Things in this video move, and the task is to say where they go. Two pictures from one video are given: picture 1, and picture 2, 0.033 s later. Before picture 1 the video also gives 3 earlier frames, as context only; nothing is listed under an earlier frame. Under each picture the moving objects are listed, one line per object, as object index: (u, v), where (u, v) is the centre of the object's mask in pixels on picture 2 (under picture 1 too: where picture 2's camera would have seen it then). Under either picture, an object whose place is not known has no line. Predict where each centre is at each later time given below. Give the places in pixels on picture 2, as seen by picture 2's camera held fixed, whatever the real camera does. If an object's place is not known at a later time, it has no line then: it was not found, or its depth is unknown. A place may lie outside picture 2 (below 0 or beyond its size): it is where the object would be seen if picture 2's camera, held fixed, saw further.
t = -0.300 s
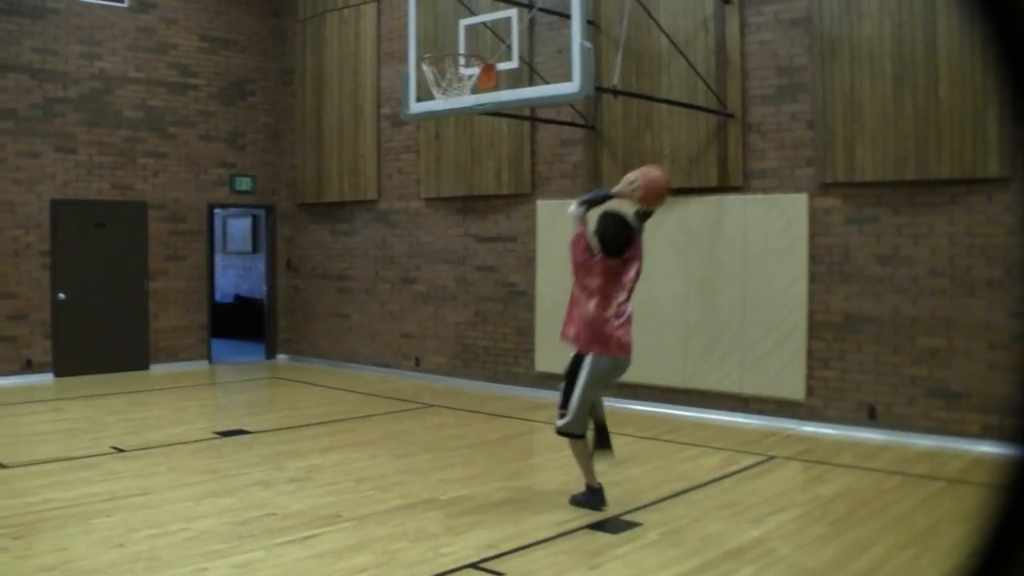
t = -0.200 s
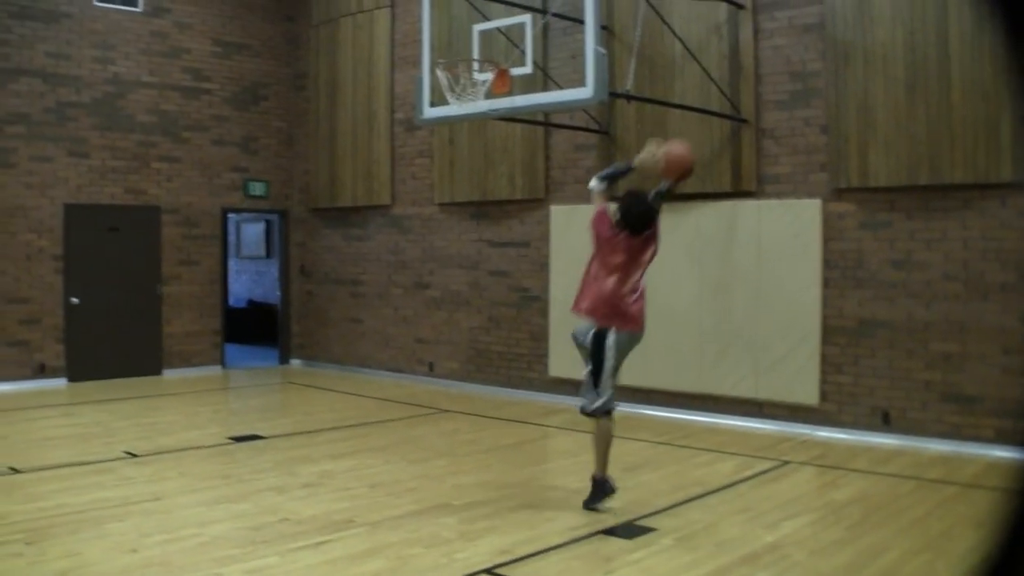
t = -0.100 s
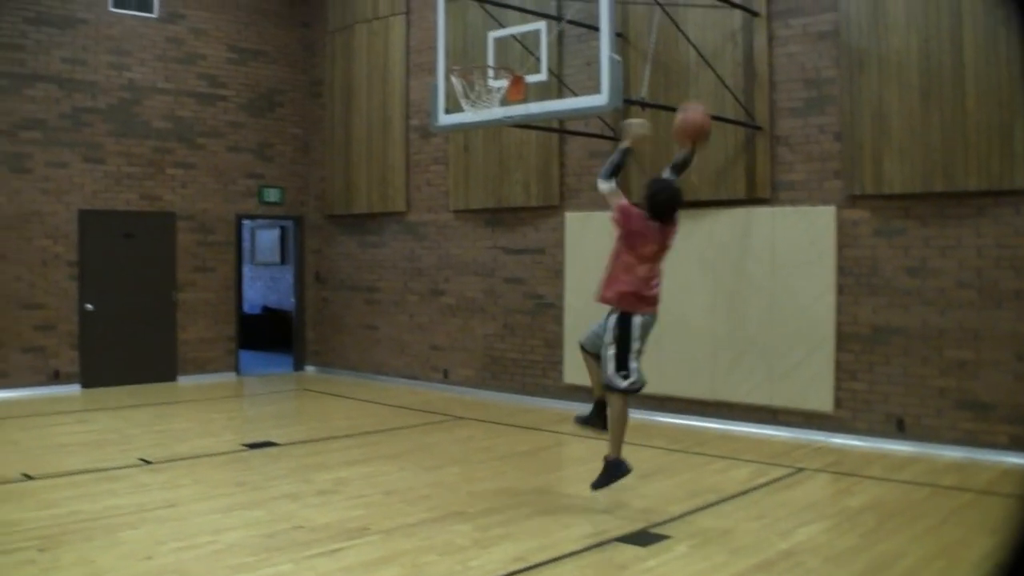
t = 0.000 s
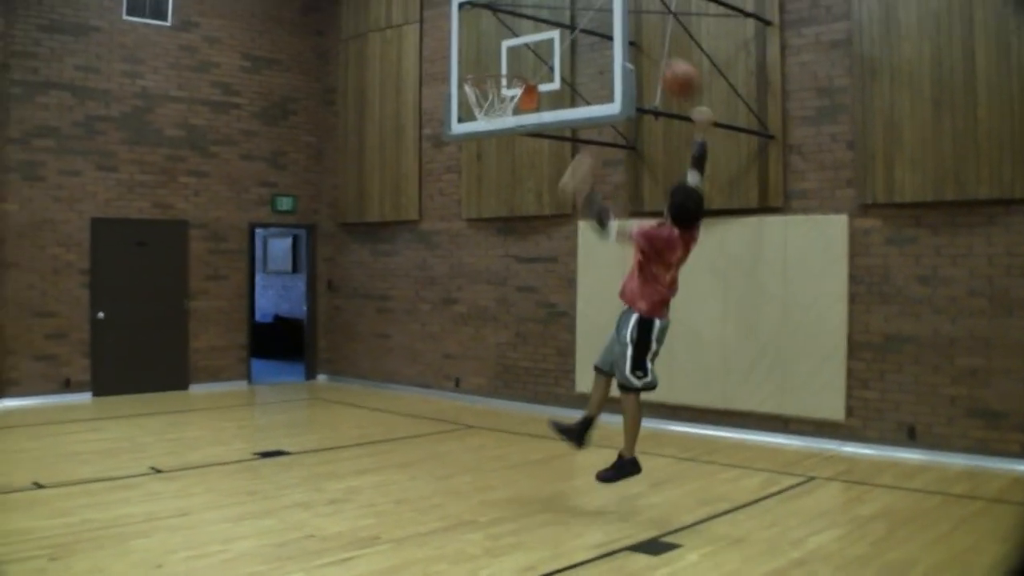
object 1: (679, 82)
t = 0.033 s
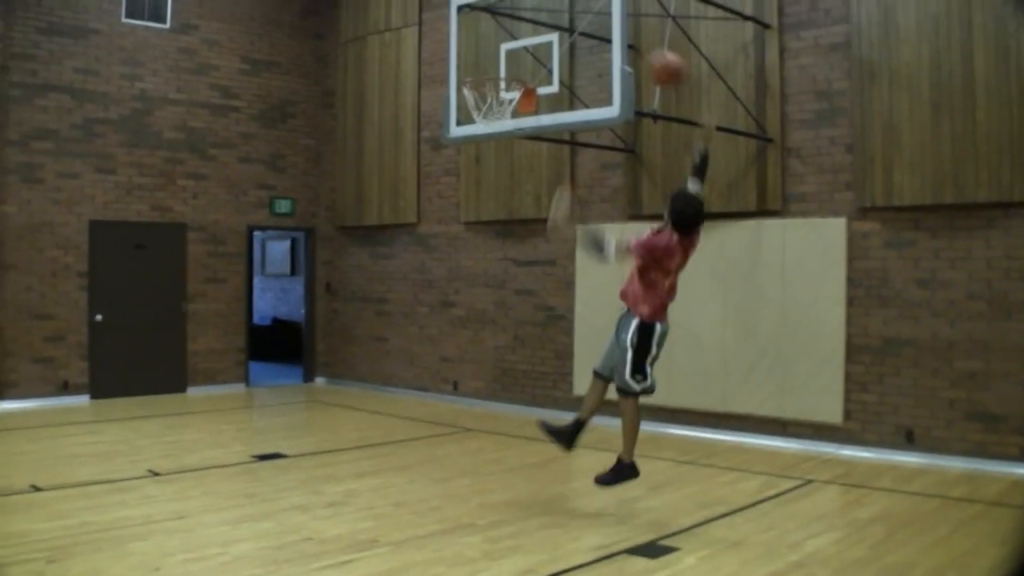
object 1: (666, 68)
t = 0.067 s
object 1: (655, 56)
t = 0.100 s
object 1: (645, 47)
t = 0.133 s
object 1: (636, 40)
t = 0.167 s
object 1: (626, 33)
